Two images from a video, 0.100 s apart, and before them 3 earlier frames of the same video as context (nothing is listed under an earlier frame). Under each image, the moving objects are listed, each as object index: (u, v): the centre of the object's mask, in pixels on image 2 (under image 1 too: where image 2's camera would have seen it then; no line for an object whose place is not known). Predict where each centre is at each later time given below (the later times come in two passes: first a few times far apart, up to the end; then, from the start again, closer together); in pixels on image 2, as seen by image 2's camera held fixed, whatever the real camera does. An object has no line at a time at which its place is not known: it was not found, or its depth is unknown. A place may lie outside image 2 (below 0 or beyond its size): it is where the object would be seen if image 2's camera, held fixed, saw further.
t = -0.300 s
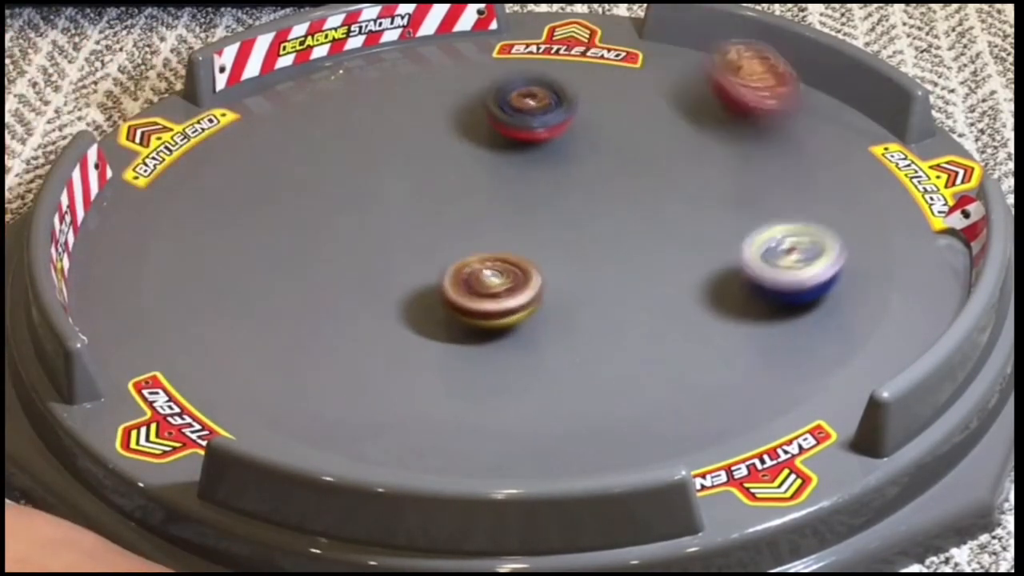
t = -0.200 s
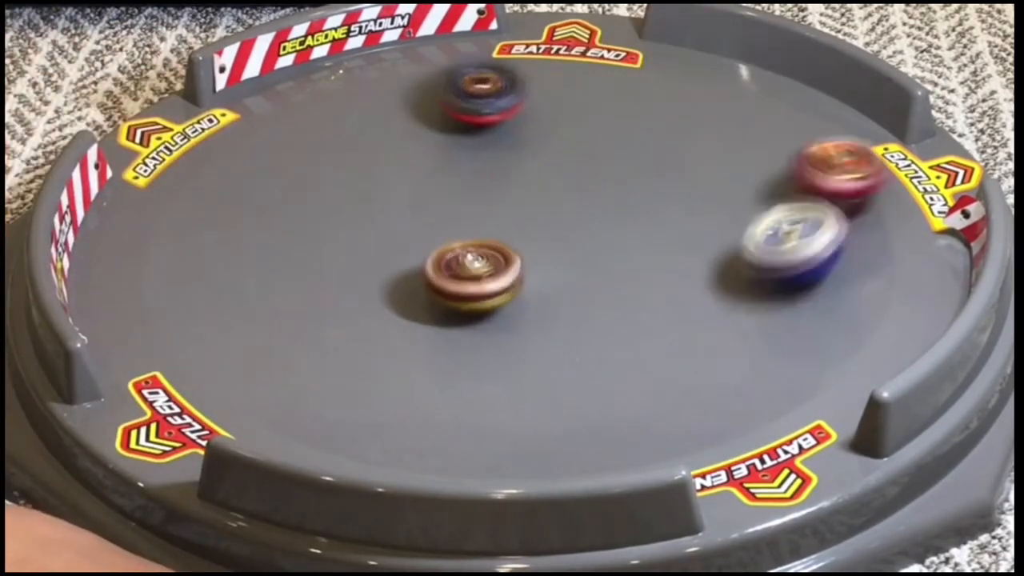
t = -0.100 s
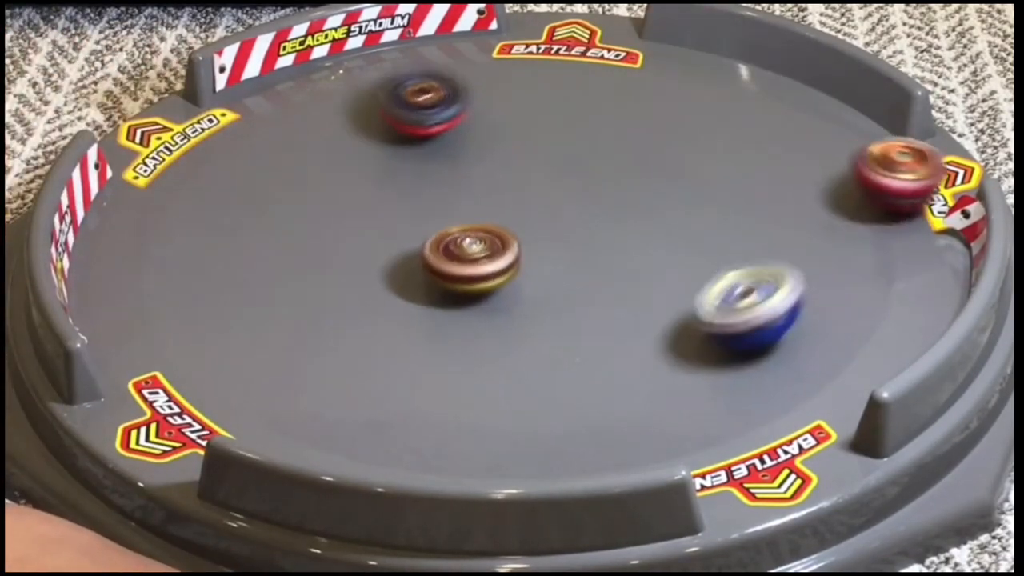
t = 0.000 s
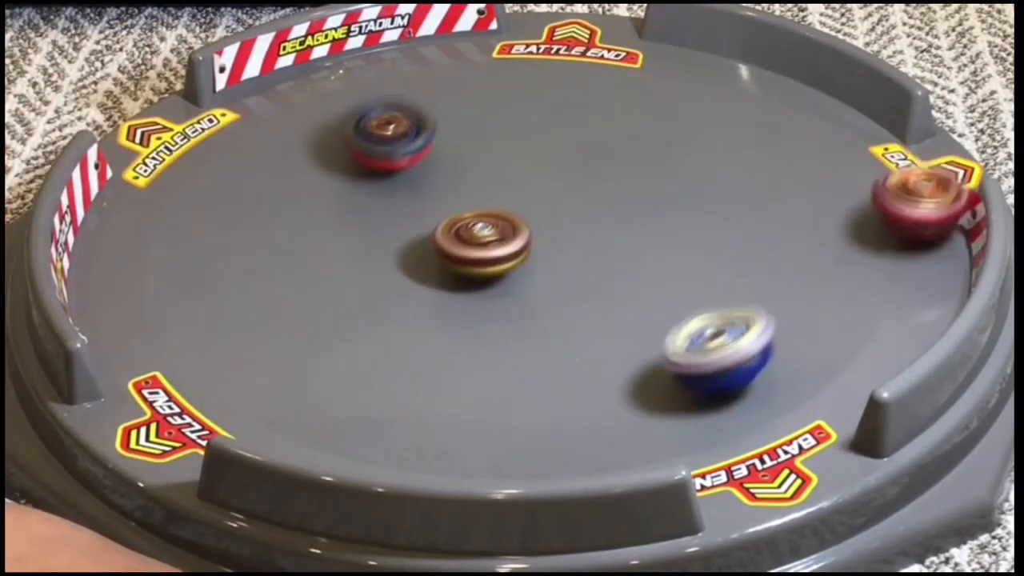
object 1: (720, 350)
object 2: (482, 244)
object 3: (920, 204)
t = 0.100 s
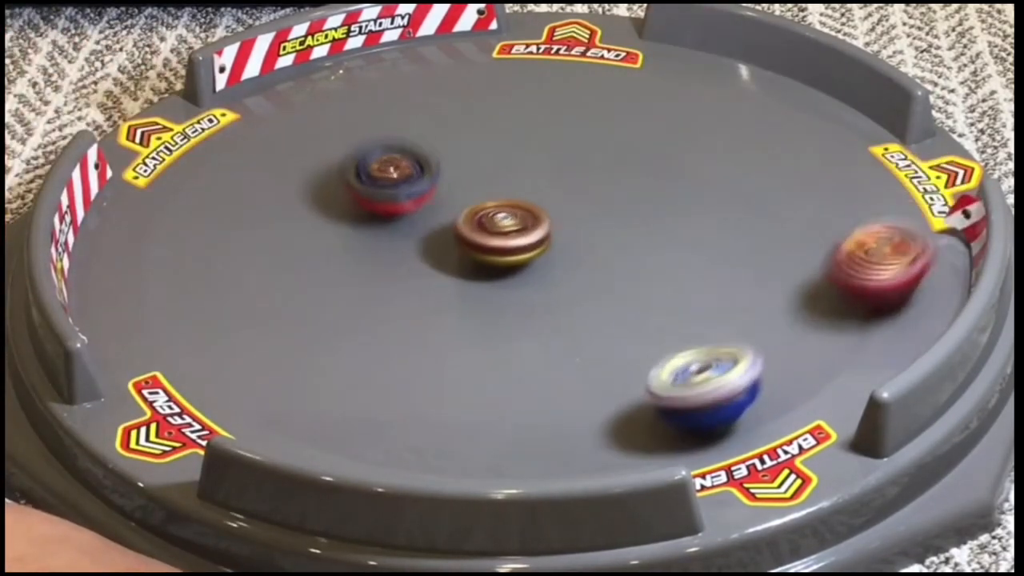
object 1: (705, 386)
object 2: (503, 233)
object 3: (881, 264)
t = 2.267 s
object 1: (738, 58)
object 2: (499, 272)
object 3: (658, 313)
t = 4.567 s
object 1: (427, 249)
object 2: (552, 284)
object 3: (419, 168)
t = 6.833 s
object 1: (280, 226)
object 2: (579, 219)
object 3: (505, 148)
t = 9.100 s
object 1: (507, 104)
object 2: (705, 369)
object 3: (447, 238)
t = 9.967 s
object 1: (404, 230)
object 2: (626, 152)
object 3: (620, 370)
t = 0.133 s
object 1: (703, 397)
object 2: (513, 231)
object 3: (854, 293)
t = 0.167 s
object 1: (698, 405)
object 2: (521, 231)
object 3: (816, 324)
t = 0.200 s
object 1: (691, 416)
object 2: (531, 233)
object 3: (770, 350)
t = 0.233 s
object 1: (677, 428)
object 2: (544, 234)
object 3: (713, 364)
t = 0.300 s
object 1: (640, 421)
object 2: (573, 241)
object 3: (577, 358)
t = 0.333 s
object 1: (622, 432)
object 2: (584, 243)
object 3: (509, 332)
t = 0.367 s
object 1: (599, 437)
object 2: (589, 246)
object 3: (452, 312)
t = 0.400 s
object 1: (576, 440)
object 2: (613, 244)
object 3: (389, 311)
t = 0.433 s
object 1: (552, 436)
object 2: (636, 240)
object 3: (329, 304)
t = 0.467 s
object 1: (525, 428)
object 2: (655, 237)
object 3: (277, 293)
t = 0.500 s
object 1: (499, 421)
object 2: (672, 232)
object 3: (229, 278)
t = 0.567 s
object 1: (451, 405)
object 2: (702, 217)
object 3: (153, 238)
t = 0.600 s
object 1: (429, 397)
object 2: (711, 212)
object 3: (126, 221)
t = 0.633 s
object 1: (408, 388)
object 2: (720, 204)
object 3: (122, 199)
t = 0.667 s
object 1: (388, 380)
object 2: (724, 200)
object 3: (145, 182)
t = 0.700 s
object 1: (369, 369)
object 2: (726, 198)
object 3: (174, 165)
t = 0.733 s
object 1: (351, 360)
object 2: (727, 193)
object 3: (205, 148)
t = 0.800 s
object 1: (318, 338)
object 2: (720, 189)
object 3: (217, 136)
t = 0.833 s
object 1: (303, 327)
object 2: (715, 188)
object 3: (201, 147)
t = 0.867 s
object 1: (290, 316)
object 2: (710, 184)
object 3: (188, 153)
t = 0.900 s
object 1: (277, 304)
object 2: (704, 183)
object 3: (174, 163)
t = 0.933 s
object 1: (264, 293)
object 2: (699, 180)
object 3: (157, 175)
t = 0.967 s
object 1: (253, 279)
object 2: (695, 177)
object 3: (139, 189)
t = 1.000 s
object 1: (243, 268)
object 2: (691, 177)
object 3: (115, 204)
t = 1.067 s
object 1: (252, 247)
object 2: (687, 173)
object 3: (128, 240)
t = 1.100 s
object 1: (272, 238)
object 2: (686, 174)
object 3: (119, 260)
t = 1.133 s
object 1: (291, 228)
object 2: (685, 175)
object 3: (112, 281)
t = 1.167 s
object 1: (307, 217)
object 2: (684, 179)
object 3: (139, 296)
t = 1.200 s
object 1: (322, 205)
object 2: (684, 181)
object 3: (173, 312)
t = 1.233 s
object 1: (335, 194)
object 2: (682, 186)
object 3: (207, 326)
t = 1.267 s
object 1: (347, 183)
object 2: (679, 191)
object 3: (243, 337)
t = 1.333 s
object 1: (371, 164)
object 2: (673, 200)
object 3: (316, 350)
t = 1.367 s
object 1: (383, 153)
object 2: (668, 205)
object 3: (349, 354)
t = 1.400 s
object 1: (398, 143)
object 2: (663, 211)
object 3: (384, 360)
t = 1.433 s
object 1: (411, 132)
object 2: (657, 217)
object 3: (417, 365)
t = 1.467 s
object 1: (424, 124)
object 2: (650, 222)
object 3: (449, 370)
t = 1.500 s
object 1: (436, 115)
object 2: (643, 227)
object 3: (479, 375)
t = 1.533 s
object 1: (450, 106)
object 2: (636, 233)
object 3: (508, 381)
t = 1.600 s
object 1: (474, 92)
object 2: (618, 242)
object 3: (561, 392)
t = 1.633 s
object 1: (486, 84)
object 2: (608, 246)
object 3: (582, 398)
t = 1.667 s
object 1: (497, 77)
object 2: (598, 249)
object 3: (598, 403)
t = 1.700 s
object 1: (507, 71)
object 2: (589, 253)
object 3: (610, 408)
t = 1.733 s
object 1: (518, 66)
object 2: (579, 256)
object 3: (618, 413)
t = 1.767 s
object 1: (531, 61)
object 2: (568, 258)
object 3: (621, 417)
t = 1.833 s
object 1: (553, 52)
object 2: (551, 262)
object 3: (621, 421)
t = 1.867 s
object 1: (565, 49)
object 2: (544, 264)
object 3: (619, 421)
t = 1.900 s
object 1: (576, 46)
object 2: (537, 265)
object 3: (617, 420)
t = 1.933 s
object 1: (588, 44)
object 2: (530, 266)
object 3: (614, 417)
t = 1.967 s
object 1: (603, 42)
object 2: (524, 268)
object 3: (612, 411)
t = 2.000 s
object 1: (619, 41)
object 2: (519, 269)
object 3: (610, 404)
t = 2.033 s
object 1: (634, 42)
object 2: (514, 270)
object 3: (610, 397)
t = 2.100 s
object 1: (662, 44)
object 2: (508, 271)
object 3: (613, 377)
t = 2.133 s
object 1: (679, 46)
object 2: (505, 272)
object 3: (618, 366)
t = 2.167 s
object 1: (693, 48)
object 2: (504, 272)
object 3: (625, 354)
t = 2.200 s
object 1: (707, 51)
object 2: (502, 272)
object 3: (634, 341)
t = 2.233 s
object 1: (722, 54)
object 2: (501, 272)
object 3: (646, 327)
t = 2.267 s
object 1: (738, 58)
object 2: (499, 272)
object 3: (658, 313)
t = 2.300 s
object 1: (752, 62)
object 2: (498, 273)
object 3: (672, 300)
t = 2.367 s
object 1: (781, 72)
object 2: (495, 273)
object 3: (705, 274)
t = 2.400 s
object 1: (794, 77)
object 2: (493, 272)
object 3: (722, 262)
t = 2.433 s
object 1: (809, 83)
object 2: (491, 272)
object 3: (739, 252)
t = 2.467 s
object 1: (823, 89)
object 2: (490, 271)
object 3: (756, 243)
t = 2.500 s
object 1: (836, 96)
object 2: (488, 270)
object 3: (772, 235)
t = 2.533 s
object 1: (848, 103)
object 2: (487, 268)
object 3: (786, 230)
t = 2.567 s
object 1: (852, 114)
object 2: (486, 266)
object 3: (798, 226)
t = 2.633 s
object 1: (850, 137)
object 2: (484, 262)
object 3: (813, 223)
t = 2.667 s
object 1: (851, 147)
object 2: (484, 261)
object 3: (816, 223)
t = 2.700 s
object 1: (849, 156)
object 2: (484, 258)
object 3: (815, 224)
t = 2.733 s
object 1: (845, 161)
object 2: (484, 256)
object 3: (809, 234)
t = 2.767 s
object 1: (838, 161)
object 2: (485, 254)
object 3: (792, 251)
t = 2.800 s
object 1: (832, 158)
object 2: (486, 252)
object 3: (770, 267)
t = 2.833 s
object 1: (823, 157)
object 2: (487, 250)
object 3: (743, 279)
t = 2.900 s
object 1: (796, 159)
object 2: (490, 246)
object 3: (680, 293)
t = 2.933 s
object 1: (778, 162)
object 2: (492, 244)
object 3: (648, 297)
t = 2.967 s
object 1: (759, 169)
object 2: (494, 243)
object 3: (616, 296)
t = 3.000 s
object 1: (741, 178)
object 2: (494, 241)
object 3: (585, 292)
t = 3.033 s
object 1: (724, 187)
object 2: (494, 236)
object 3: (554, 289)
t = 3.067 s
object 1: (709, 196)
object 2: (493, 228)
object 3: (521, 283)
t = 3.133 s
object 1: (678, 216)
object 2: (491, 218)
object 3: (476, 288)
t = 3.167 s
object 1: (665, 225)
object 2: (492, 215)
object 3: (454, 291)
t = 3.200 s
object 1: (651, 237)
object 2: (494, 211)
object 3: (433, 292)
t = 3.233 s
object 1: (637, 246)
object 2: (497, 208)
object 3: (416, 292)
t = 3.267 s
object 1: (622, 256)
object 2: (501, 206)
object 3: (401, 292)
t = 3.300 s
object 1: (607, 266)
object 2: (504, 206)
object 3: (390, 290)
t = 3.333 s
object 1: (593, 275)
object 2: (508, 207)
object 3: (379, 287)
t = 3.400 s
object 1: (564, 293)
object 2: (513, 212)
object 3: (363, 280)
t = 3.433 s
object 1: (550, 302)
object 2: (514, 214)
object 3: (358, 277)
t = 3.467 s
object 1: (535, 311)
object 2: (515, 218)
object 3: (353, 273)
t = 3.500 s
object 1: (520, 319)
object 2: (516, 221)
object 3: (351, 270)
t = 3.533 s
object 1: (504, 328)
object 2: (517, 225)
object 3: (352, 266)
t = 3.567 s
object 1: (489, 337)
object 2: (518, 228)
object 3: (352, 262)
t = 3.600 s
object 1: (475, 344)
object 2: (519, 232)
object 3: (355, 260)
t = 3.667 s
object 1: (447, 360)
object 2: (520, 238)
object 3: (363, 254)
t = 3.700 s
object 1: (435, 368)
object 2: (521, 240)
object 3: (369, 251)
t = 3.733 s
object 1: (424, 376)
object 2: (522, 244)
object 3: (376, 250)
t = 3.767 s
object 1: (414, 383)
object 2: (522, 247)
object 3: (384, 249)
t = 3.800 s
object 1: (407, 390)
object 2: (522, 250)
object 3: (392, 248)
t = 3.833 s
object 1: (402, 397)
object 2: (523, 252)
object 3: (401, 247)
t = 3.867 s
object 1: (402, 403)
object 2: (523, 256)
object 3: (412, 246)
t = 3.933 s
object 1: (412, 413)
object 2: (531, 262)
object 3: (423, 240)
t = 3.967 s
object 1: (420, 414)
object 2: (552, 262)
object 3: (406, 238)
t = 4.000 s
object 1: (429, 412)
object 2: (569, 266)
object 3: (388, 235)
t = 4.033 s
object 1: (441, 410)
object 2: (580, 267)
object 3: (374, 230)
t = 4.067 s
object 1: (452, 406)
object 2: (583, 270)
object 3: (357, 222)
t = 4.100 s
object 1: (462, 398)
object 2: (584, 272)
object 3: (343, 212)
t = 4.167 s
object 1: (473, 379)
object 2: (584, 274)
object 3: (331, 193)
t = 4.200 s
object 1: (475, 368)
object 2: (582, 276)
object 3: (329, 184)
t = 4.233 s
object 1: (475, 357)
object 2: (580, 278)
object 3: (331, 176)
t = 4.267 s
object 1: (471, 344)
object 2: (579, 279)
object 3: (335, 169)
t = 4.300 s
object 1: (467, 333)
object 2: (577, 280)
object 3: (341, 164)
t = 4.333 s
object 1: (462, 322)
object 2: (574, 282)
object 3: (349, 161)
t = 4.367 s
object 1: (457, 311)
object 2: (572, 282)
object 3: (357, 159)
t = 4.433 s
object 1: (446, 290)
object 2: (566, 283)
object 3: (377, 157)
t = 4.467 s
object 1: (441, 280)
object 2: (562, 284)
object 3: (387, 159)
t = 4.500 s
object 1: (435, 269)
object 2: (558, 284)
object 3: (398, 161)
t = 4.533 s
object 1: (431, 259)
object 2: (555, 284)
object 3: (410, 164)
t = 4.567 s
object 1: (427, 249)
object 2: (552, 284)
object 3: (419, 168)
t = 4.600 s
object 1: (422, 239)
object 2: (549, 284)
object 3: (430, 169)
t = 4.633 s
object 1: (416, 234)
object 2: (545, 284)
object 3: (442, 168)
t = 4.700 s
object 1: (395, 260)
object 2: (538, 282)
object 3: (477, 131)
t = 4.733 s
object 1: (387, 269)
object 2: (535, 280)
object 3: (498, 114)
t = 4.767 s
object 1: (381, 277)
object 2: (532, 279)
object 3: (522, 99)
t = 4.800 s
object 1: (376, 285)
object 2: (529, 278)
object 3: (547, 87)
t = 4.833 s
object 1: (375, 293)
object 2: (527, 276)
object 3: (573, 76)
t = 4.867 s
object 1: (375, 301)
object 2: (524, 275)
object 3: (606, 65)
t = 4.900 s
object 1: (378, 310)
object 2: (522, 272)
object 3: (640, 57)
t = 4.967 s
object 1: (392, 324)
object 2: (518, 269)
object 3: (700, 49)
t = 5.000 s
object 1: (403, 330)
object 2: (516, 266)
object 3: (725, 47)
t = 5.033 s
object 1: (416, 334)
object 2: (514, 264)
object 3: (733, 54)
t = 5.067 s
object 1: (431, 338)
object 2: (512, 262)
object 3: (736, 81)
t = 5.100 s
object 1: (447, 340)
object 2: (510, 259)
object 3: (737, 107)
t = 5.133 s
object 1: (465, 340)
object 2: (509, 257)
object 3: (736, 138)
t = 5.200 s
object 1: (499, 337)
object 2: (506, 252)
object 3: (719, 192)
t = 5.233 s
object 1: (516, 333)
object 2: (504, 250)
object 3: (707, 215)
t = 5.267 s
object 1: (532, 327)
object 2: (503, 247)
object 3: (693, 239)
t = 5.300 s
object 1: (545, 320)
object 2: (503, 245)
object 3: (677, 261)
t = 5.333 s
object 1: (556, 312)
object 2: (502, 242)
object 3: (659, 282)
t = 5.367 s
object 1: (549, 307)
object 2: (501, 239)
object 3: (668, 298)
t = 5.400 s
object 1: (530, 304)
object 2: (501, 236)
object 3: (689, 308)
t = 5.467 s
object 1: (498, 295)
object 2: (502, 229)
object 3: (718, 331)
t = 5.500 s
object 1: (482, 291)
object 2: (503, 227)
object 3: (725, 343)
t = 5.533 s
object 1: (467, 285)
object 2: (504, 226)
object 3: (730, 358)
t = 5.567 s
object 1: (452, 282)
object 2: (504, 226)
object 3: (732, 375)
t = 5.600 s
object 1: (437, 277)
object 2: (504, 225)
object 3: (729, 393)
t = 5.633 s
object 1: (423, 273)
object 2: (504, 225)
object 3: (724, 411)
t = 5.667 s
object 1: (406, 270)
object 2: (504, 224)
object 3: (724, 430)
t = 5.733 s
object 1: (375, 262)
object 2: (507, 222)
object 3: (749, 440)
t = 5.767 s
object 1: (360, 258)
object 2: (508, 222)
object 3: (776, 440)
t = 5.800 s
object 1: (345, 256)
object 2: (509, 221)
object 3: (800, 433)
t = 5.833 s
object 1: (330, 255)
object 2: (511, 221)
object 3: (817, 421)
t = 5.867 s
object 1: (318, 254)
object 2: (513, 220)
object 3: (808, 420)
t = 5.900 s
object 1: (307, 254)
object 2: (514, 220)
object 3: (793, 420)
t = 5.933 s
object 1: (299, 255)
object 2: (515, 222)
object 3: (777, 415)
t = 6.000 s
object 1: (292, 257)
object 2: (518, 224)
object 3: (745, 405)
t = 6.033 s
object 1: (290, 258)
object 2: (520, 224)
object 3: (726, 401)
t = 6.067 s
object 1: (290, 260)
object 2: (521, 225)
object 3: (704, 396)
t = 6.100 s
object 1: (293, 261)
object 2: (523, 226)
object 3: (675, 391)
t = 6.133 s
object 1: (298, 263)
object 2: (525, 228)
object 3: (643, 384)
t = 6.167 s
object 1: (304, 264)
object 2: (526, 229)
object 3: (613, 375)
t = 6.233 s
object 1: (319, 266)
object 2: (530, 232)
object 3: (565, 350)
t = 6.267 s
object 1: (328, 266)
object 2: (532, 234)
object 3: (546, 335)
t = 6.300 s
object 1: (339, 265)
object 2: (533, 236)
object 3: (531, 319)
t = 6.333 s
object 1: (349, 265)
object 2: (537, 234)
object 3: (517, 302)
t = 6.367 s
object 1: (361, 264)
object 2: (541, 233)
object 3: (503, 286)
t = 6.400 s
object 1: (372, 264)
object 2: (548, 234)
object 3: (483, 277)
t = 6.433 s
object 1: (369, 258)
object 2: (558, 229)
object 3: (476, 272)
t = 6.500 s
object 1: (356, 253)
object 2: (572, 219)
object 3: (473, 259)
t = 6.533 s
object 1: (347, 248)
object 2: (574, 217)
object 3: (468, 248)
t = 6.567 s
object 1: (336, 243)
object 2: (577, 215)
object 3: (461, 235)
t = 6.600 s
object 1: (324, 238)
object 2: (577, 217)
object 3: (459, 220)
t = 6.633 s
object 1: (313, 234)
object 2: (579, 215)
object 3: (460, 205)
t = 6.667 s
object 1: (301, 229)
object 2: (579, 216)
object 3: (464, 192)
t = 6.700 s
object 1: (293, 227)
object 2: (580, 215)
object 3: (471, 179)
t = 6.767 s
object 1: (282, 225)
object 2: (580, 216)
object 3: (487, 160)
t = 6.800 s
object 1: (279, 225)
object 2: (580, 218)
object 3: (495, 153)
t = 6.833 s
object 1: (280, 226)
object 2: (579, 219)
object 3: (505, 148)
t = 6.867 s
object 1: (281, 226)
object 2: (578, 220)
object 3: (515, 145)
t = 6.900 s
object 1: (284, 227)
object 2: (576, 221)
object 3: (525, 141)
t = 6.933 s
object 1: (290, 228)
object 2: (574, 222)
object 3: (534, 141)
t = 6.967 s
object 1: (296, 229)
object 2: (572, 224)
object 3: (542, 139)
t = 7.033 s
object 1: (313, 230)
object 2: (566, 227)
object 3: (558, 140)
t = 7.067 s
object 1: (323, 230)
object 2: (563, 228)
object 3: (565, 142)
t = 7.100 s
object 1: (334, 230)
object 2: (559, 230)
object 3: (571, 145)
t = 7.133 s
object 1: (346, 231)
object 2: (556, 232)
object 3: (577, 148)
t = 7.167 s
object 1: (359, 231)
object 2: (552, 234)
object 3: (582, 152)
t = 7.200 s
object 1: (374, 230)
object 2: (548, 235)
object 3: (587, 157)
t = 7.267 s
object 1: (405, 228)
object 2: (541, 239)
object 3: (592, 168)
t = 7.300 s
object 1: (421, 228)
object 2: (537, 240)
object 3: (594, 173)
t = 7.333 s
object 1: (436, 227)
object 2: (536, 242)
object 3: (594, 179)
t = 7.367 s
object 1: (435, 224)
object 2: (549, 246)
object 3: (594, 184)
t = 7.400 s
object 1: (429, 218)
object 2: (565, 251)
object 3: (592, 190)
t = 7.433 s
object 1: (421, 213)
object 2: (572, 258)
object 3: (593, 193)
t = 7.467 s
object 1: (413, 207)
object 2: (577, 264)
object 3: (593, 197)
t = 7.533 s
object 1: (397, 196)
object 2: (579, 269)
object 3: (598, 199)
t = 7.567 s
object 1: (389, 190)
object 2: (576, 269)
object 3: (601, 200)
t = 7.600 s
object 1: (380, 185)
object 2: (575, 269)
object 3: (601, 204)
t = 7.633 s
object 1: (371, 179)
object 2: (573, 269)
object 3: (602, 205)
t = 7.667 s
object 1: (361, 174)
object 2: (570, 270)
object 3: (603, 207)
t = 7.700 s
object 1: (351, 172)
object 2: (565, 273)
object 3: (604, 208)
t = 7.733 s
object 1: (342, 170)
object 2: (560, 274)
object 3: (604, 210)
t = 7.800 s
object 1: (331, 170)
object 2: (554, 275)
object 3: (602, 213)
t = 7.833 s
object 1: (328, 172)
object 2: (550, 275)
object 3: (601, 215)
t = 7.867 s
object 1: (327, 173)
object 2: (546, 275)
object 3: (599, 218)
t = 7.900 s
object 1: (326, 176)
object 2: (542, 275)
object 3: (596, 219)
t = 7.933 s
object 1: (329, 180)
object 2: (533, 278)
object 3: (596, 220)
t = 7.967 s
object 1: (331, 183)
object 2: (527, 279)
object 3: (597, 219)
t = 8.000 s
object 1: (334, 187)
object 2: (523, 279)
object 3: (597, 219)
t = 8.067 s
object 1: (350, 196)
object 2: (514, 279)
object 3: (595, 217)
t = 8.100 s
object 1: (362, 201)
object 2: (510, 278)
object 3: (593, 217)
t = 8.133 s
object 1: (375, 205)
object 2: (506, 277)
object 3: (591, 218)
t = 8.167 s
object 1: (388, 209)
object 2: (502, 275)
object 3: (588, 218)
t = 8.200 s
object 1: (401, 212)
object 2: (499, 274)
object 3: (584, 219)
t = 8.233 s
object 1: (414, 215)
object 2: (496, 272)
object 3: (580, 220)
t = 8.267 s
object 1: (426, 217)
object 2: (493, 273)
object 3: (575, 223)
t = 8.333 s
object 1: (416, 173)
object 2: (542, 323)
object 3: (562, 229)
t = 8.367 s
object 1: (411, 150)
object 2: (570, 350)
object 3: (555, 231)
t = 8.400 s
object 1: (405, 128)
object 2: (592, 370)
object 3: (545, 235)
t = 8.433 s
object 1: (403, 113)
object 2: (613, 386)
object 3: (535, 236)
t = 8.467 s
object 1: (402, 102)
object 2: (631, 398)
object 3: (523, 237)
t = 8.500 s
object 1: (403, 96)
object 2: (646, 402)
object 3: (513, 237)
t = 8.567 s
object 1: (405, 86)
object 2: (673, 404)
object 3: (493, 238)
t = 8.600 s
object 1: (408, 81)
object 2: (685, 404)
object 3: (482, 238)
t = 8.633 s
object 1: (412, 76)
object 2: (694, 403)
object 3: (475, 236)
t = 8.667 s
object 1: (417, 71)
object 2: (700, 402)
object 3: (467, 235)
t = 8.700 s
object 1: (423, 69)
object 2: (704, 399)
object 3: (461, 234)
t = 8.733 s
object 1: (432, 65)
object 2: (708, 398)
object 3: (456, 233)
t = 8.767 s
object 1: (440, 65)
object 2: (710, 397)
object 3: (452, 232)
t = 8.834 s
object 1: (457, 65)
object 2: (713, 393)
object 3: (446, 231)
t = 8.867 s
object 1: (466, 67)
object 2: (714, 392)
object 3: (443, 231)
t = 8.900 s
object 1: (474, 70)
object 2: (715, 388)
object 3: (442, 232)
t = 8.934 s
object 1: (481, 73)
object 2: (714, 387)
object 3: (441, 232)
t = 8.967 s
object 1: (488, 79)
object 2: (713, 384)
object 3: (441, 233)
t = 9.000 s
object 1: (495, 84)
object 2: (711, 381)
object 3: (441, 234)
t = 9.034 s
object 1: (500, 90)
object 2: (710, 376)
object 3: (442, 235)
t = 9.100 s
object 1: (507, 104)
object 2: (705, 369)
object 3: (447, 238)
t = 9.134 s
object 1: (510, 111)
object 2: (701, 364)
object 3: (450, 239)
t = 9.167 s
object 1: (511, 118)
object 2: (696, 357)
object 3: (453, 240)
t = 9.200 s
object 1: (512, 126)
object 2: (692, 351)
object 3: (458, 242)
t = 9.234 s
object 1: (512, 133)
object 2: (688, 344)
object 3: (463, 243)
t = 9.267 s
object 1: (511, 141)
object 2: (683, 336)
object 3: (470, 245)
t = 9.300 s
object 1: (510, 151)
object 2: (678, 328)
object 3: (476, 247)
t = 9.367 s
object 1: (508, 173)
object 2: (667, 311)
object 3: (490, 250)
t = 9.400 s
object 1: (507, 183)
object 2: (663, 302)
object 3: (498, 252)
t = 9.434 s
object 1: (503, 193)
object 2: (658, 292)
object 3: (506, 255)
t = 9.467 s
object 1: (500, 202)
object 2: (654, 284)
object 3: (515, 265)
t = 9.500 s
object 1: (495, 211)
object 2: (649, 274)
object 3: (525, 282)
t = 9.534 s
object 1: (492, 216)
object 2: (645, 264)
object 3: (535, 298)
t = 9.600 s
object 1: (482, 225)
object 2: (640, 245)
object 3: (553, 324)
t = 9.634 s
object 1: (477, 229)
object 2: (637, 237)
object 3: (561, 334)
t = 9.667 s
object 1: (471, 232)
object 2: (634, 228)
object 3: (571, 343)
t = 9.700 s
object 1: (464, 235)
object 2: (632, 218)
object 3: (579, 351)
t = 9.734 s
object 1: (458, 236)
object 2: (630, 210)
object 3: (587, 358)
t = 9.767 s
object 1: (451, 237)
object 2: (629, 200)
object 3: (595, 365)
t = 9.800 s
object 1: (444, 238)
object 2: (627, 192)
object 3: (602, 368)
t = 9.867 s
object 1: (427, 237)
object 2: (628, 176)
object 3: (612, 372)
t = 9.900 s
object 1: (420, 235)
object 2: (628, 166)
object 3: (617, 372)
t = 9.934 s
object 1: (411, 233)
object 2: (627, 160)
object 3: (619, 371)
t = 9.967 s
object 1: (404, 230)
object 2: (626, 152)
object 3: (620, 370)
